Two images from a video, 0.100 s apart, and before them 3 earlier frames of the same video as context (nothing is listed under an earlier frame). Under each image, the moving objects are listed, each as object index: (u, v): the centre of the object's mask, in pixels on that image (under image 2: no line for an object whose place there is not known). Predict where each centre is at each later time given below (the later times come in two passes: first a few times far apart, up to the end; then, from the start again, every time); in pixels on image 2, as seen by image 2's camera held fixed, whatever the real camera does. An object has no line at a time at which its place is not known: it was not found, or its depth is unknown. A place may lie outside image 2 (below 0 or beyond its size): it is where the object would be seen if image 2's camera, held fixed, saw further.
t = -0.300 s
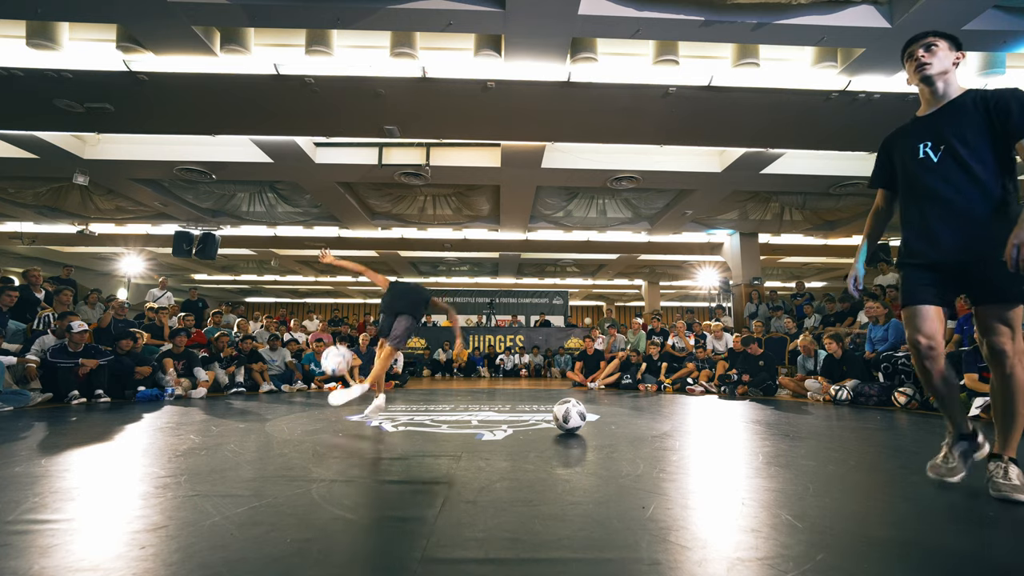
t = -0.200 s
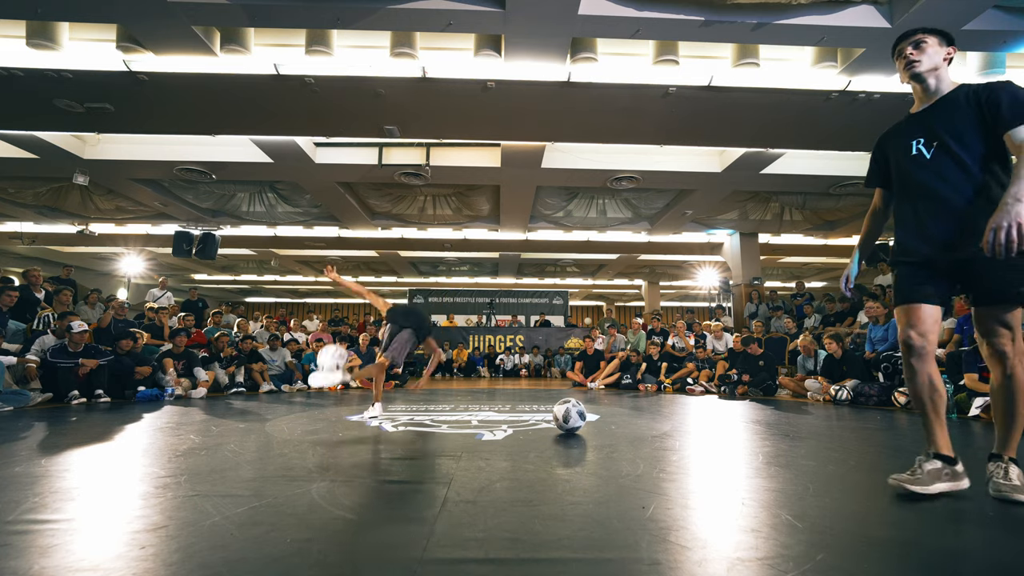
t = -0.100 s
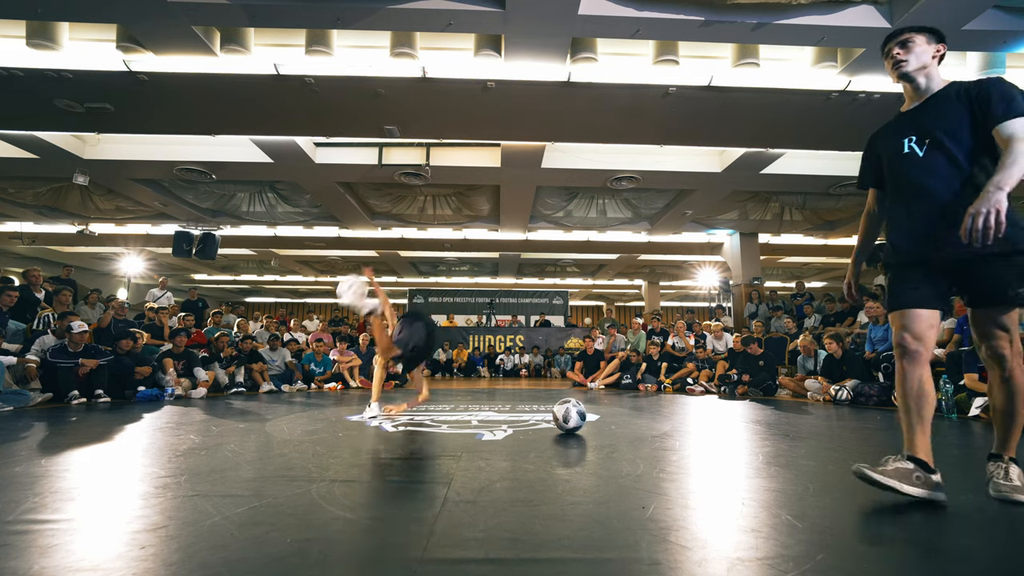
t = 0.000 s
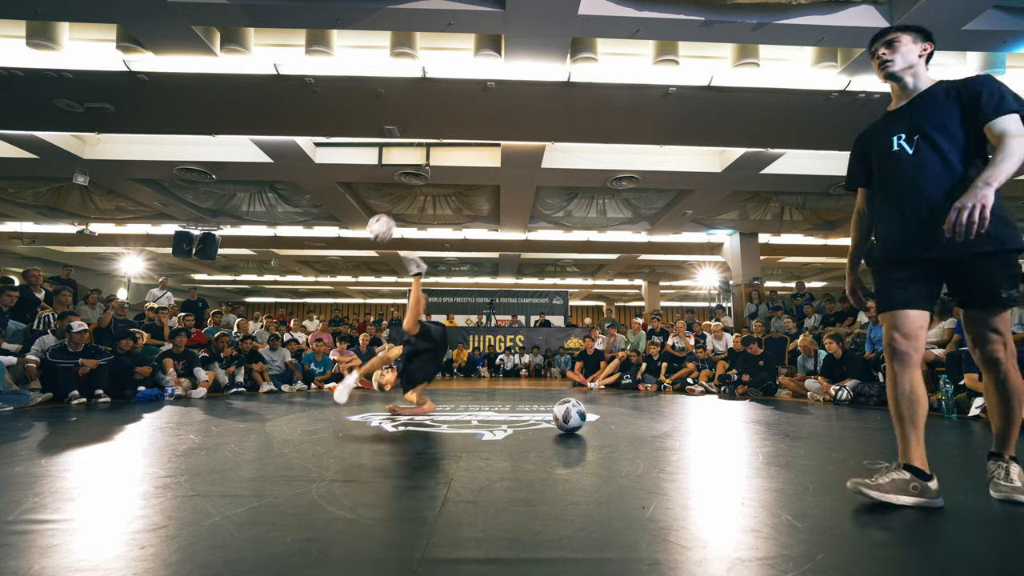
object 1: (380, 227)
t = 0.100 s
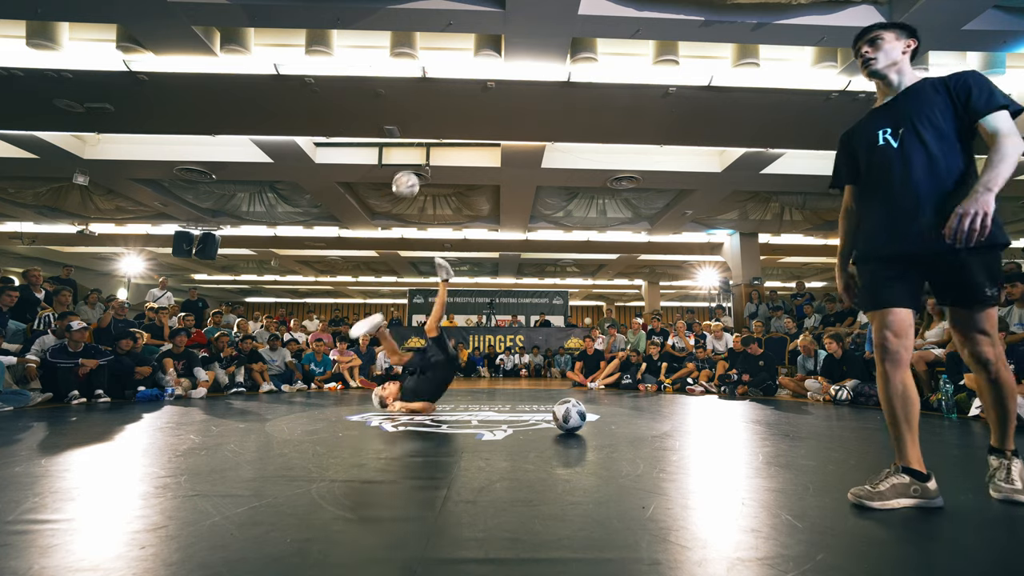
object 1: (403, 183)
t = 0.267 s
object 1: (441, 142)
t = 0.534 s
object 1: (487, 138)
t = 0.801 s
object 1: (524, 196)
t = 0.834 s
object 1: (528, 207)
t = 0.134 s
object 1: (411, 173)
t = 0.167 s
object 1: (420, 163)
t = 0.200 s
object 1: (427, 155)
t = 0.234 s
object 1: (434, 148)
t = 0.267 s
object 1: (441, 142)
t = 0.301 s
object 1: (447, 138)
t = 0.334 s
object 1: (453, 135)
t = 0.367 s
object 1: (459, 133)
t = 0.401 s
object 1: (465, 132)
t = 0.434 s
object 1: (471, 132)
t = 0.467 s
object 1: (476, 133)
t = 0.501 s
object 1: (481, 135)
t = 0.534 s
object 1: (487, 138)
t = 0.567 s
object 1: (491, 142)
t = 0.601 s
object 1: (497, 148)
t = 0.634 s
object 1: (502, 154)
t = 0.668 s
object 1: (507, 161)
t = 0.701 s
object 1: (511, 168)
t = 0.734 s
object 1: (515, 177)
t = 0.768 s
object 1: (520, 186)
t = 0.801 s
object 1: (524, 196)
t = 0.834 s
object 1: (528, 207)
